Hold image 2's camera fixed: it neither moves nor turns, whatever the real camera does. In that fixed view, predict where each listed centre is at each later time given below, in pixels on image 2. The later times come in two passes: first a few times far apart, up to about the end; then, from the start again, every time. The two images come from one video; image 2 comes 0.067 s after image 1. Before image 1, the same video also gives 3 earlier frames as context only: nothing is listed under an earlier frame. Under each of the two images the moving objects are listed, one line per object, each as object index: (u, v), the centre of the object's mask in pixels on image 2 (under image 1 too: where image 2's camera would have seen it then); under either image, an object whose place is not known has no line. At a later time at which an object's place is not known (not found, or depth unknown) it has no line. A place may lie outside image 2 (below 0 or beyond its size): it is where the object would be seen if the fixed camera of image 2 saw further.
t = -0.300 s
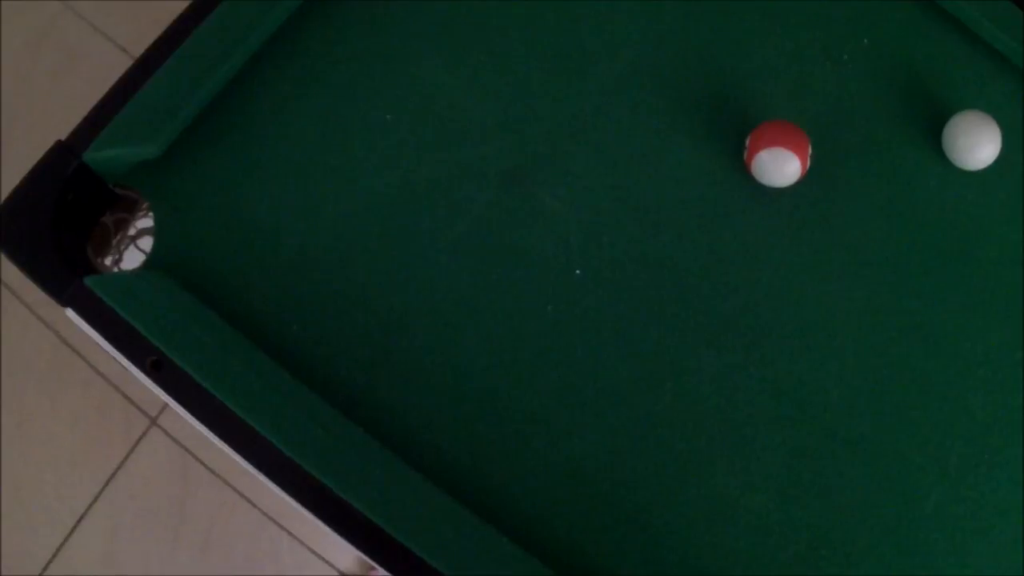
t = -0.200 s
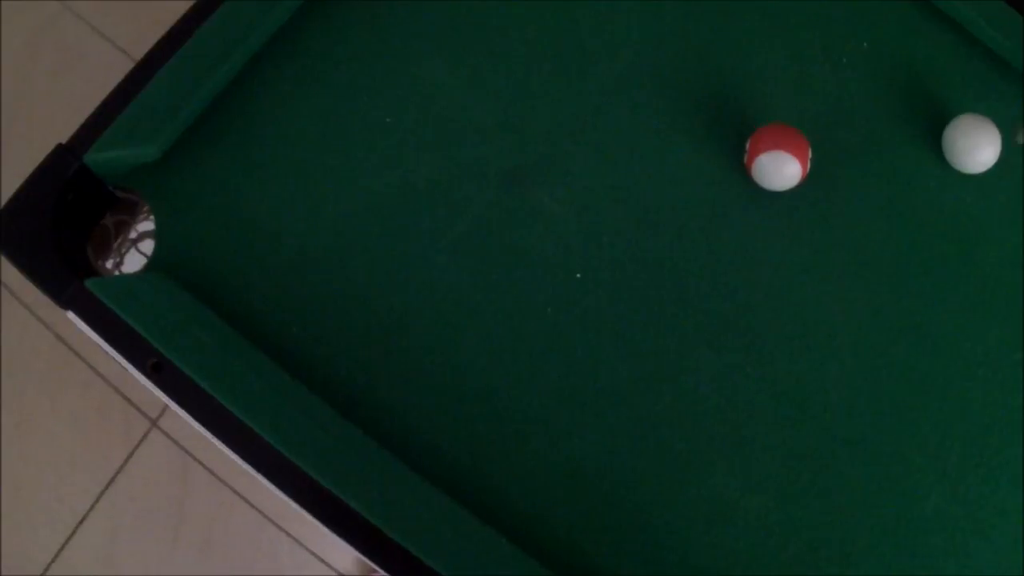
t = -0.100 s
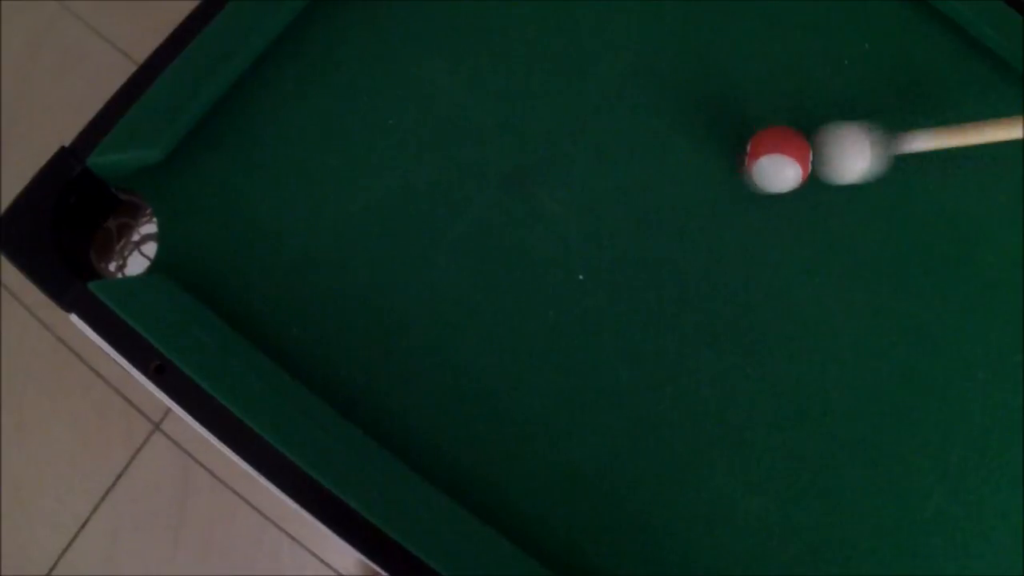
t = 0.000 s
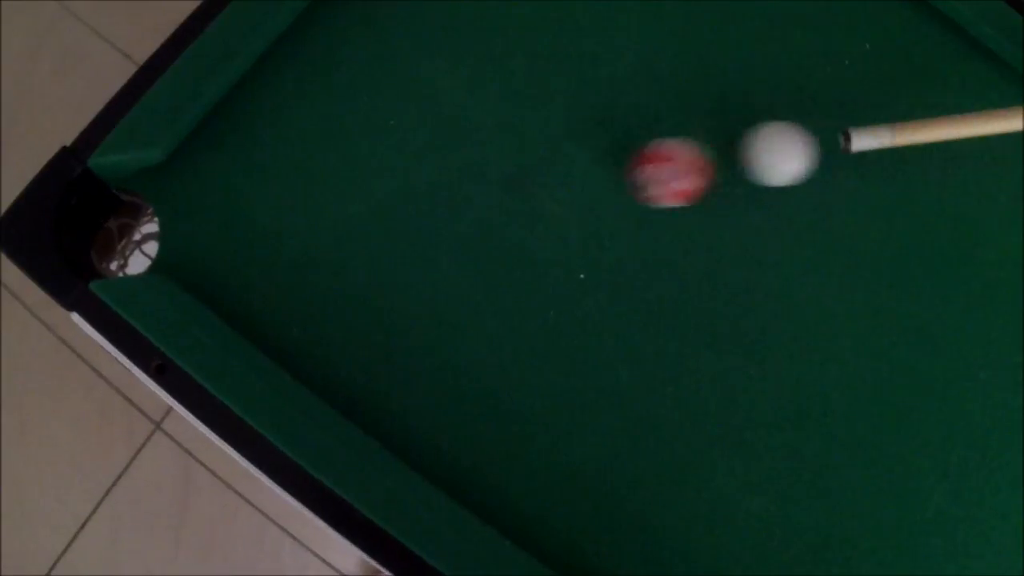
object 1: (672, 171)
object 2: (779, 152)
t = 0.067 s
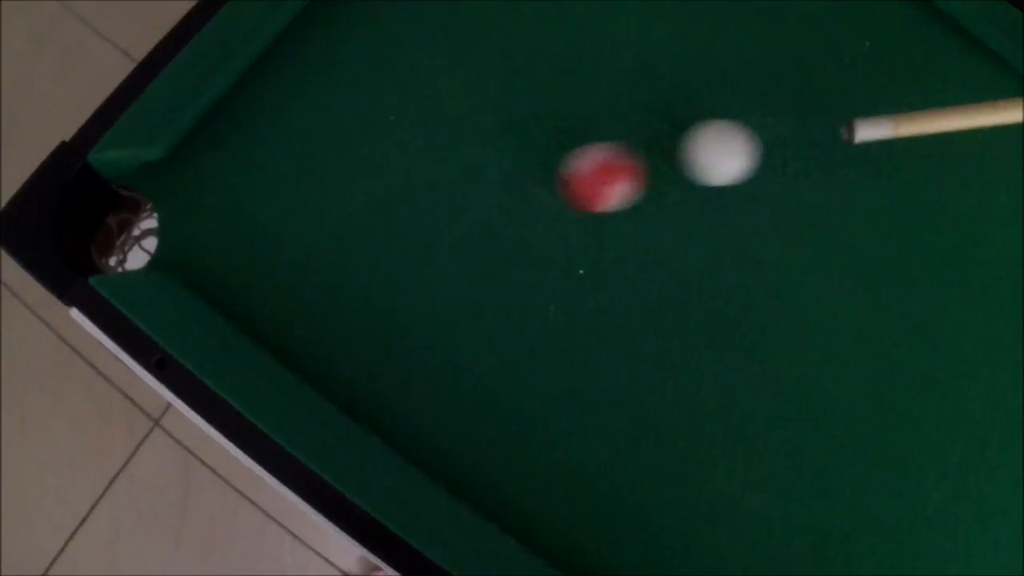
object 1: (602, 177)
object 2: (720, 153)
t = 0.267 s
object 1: (402, 203)
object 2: (542, 162)
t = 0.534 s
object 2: (317, 177)
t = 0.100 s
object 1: (569, 181)
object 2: (691, 154)
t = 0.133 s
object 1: (536, 186)
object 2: (661, 155)
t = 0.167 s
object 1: (501, 190)
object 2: (632, 156)
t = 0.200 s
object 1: (468, 194)
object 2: (602, 158)
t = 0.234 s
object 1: (435, 199)
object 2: (572, 161)
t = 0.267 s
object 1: (402, 203)
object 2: (542, 162)
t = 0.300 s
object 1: (370, 208)
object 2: (513, 164)
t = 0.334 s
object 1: (338, 213)
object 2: (483, 166)
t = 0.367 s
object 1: (307, 218)
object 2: (454, 167)
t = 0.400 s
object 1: (277, 222)
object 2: (426, 169)
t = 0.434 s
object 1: (247, 226)
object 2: (397, 171)
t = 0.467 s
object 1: (218, 231)
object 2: (369, 173)
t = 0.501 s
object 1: (193, 235)
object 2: (342, 175)
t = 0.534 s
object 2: (317, 177)
